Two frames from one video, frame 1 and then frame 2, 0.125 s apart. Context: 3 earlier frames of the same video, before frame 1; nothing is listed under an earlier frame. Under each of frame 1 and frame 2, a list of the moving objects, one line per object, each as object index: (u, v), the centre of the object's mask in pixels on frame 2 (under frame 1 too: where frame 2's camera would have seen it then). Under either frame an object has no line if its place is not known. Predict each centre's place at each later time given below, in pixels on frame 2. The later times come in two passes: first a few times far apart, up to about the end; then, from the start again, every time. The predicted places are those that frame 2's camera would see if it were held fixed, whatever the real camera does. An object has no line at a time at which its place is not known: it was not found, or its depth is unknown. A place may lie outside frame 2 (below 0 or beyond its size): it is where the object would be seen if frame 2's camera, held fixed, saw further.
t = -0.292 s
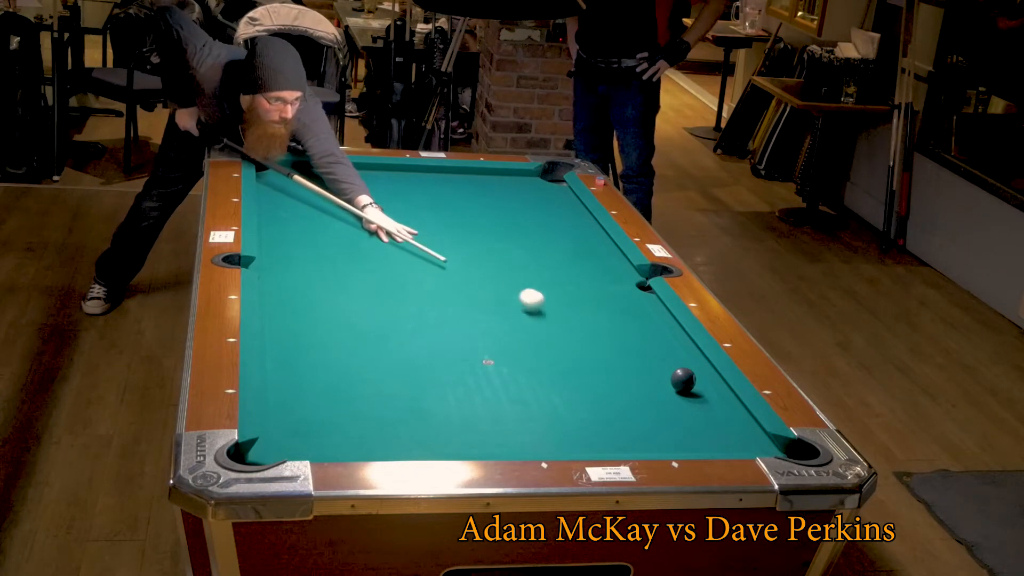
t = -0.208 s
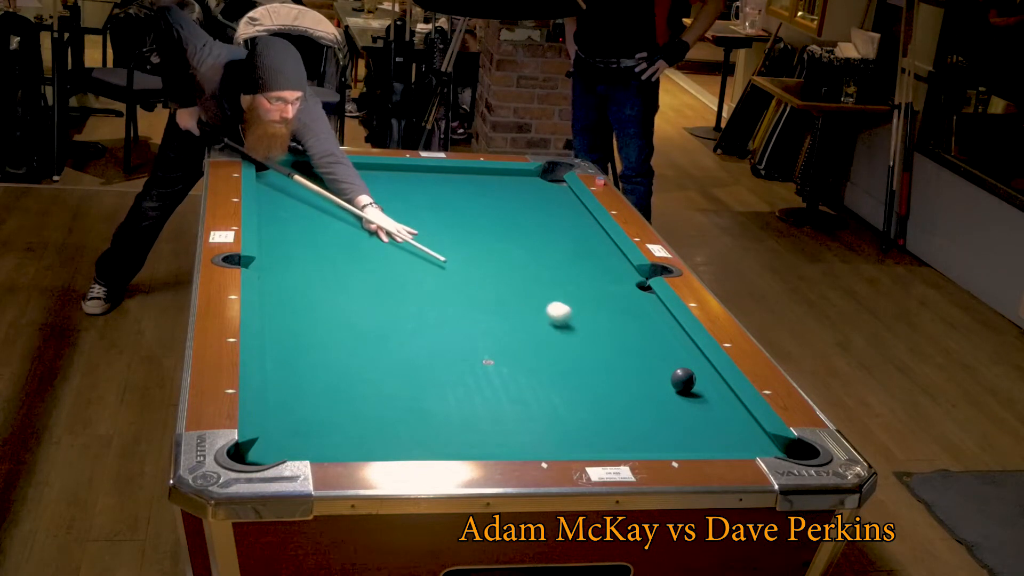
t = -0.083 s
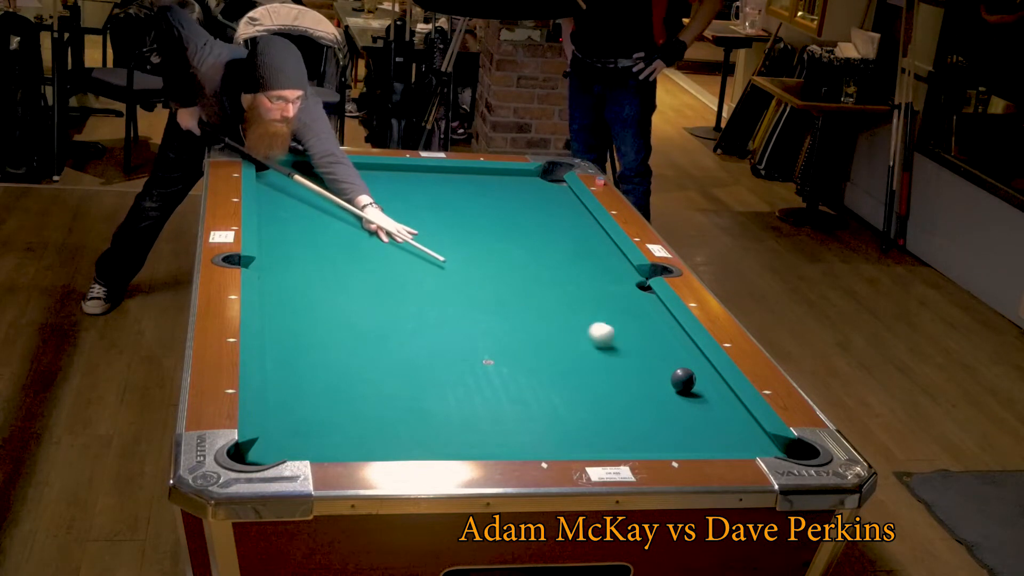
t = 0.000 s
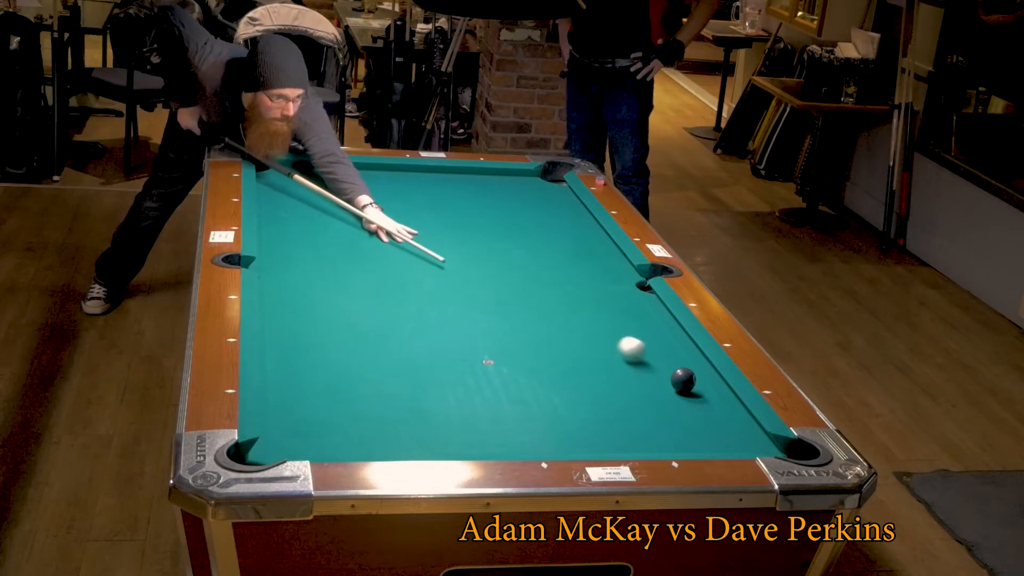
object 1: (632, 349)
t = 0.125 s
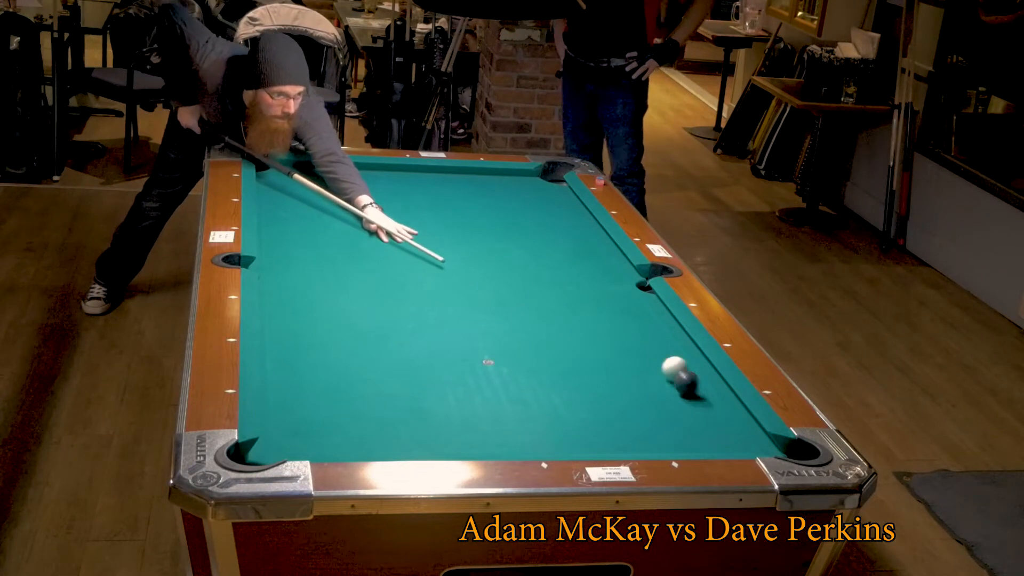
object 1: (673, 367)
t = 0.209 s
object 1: (690, 370)
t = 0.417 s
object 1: (696, 374)
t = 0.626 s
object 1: (680, 376)
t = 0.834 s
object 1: (666, 378)
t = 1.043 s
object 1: (653, 380)
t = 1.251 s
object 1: (641, 381)
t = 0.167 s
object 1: (682, 369)
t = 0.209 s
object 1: (690, 370)
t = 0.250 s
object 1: (699, 371)
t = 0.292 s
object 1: (706, 373)
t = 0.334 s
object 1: (703, 373)
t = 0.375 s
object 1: (700, 373)
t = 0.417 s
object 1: (696, 374)
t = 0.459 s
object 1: (693, 374)
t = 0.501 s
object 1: (690, 375)
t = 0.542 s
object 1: (686, 375)
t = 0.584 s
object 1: (683, 375)
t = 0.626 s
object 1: (680, 376)
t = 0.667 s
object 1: (677, 376)
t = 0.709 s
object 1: (674, 377)
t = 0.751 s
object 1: (671, 377)
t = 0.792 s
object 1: (668, 377)
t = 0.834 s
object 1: (666, 378)
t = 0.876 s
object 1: (663, 378)
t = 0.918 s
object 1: (660, 378)
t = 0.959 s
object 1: (658, 379)
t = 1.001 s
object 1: (655, 379)
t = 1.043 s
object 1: (653, 380)
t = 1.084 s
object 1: (650, 380)
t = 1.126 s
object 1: (648, 380)
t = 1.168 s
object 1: (645, 381)
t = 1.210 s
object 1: (643, 381)
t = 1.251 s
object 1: (641, 381)
